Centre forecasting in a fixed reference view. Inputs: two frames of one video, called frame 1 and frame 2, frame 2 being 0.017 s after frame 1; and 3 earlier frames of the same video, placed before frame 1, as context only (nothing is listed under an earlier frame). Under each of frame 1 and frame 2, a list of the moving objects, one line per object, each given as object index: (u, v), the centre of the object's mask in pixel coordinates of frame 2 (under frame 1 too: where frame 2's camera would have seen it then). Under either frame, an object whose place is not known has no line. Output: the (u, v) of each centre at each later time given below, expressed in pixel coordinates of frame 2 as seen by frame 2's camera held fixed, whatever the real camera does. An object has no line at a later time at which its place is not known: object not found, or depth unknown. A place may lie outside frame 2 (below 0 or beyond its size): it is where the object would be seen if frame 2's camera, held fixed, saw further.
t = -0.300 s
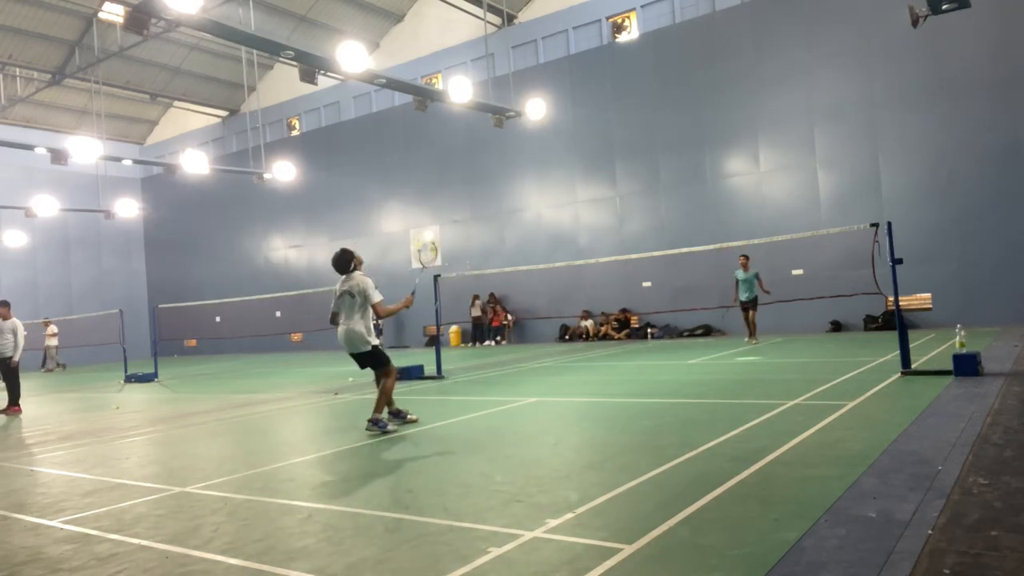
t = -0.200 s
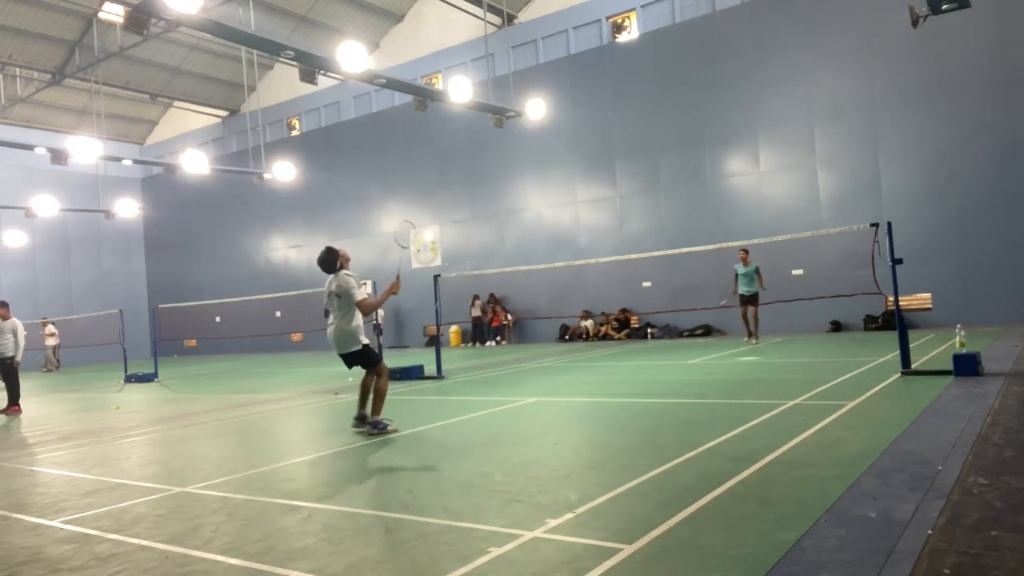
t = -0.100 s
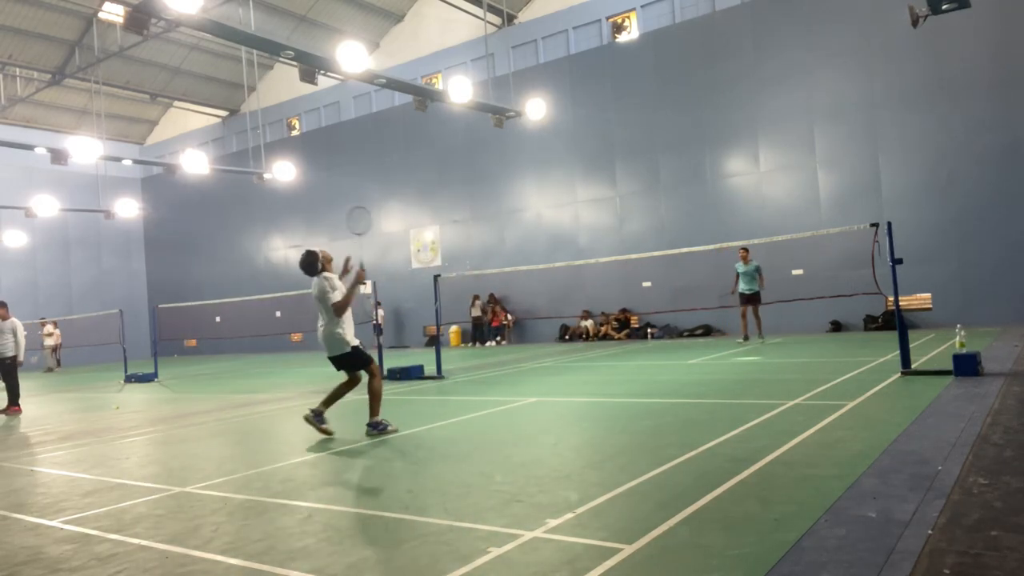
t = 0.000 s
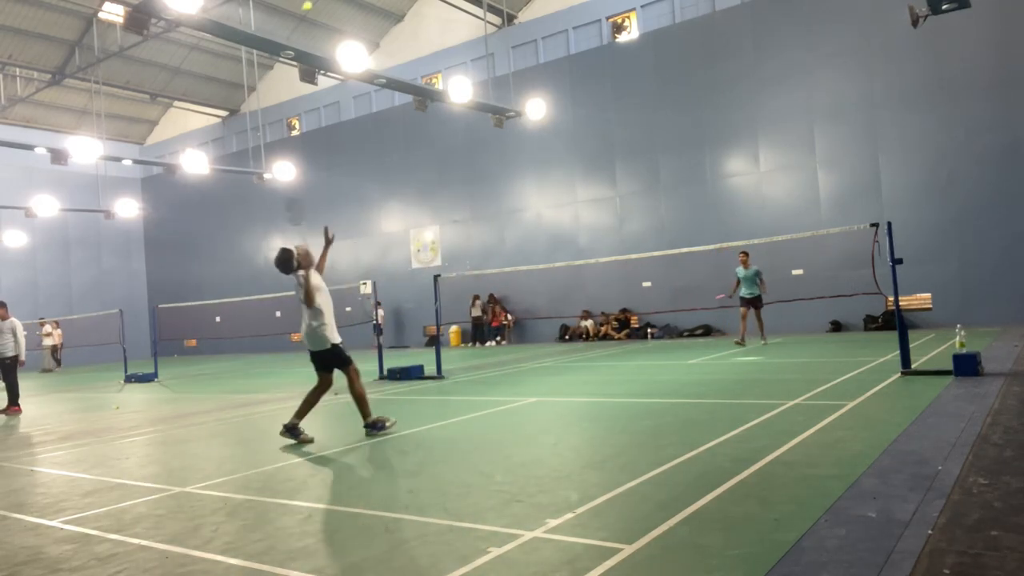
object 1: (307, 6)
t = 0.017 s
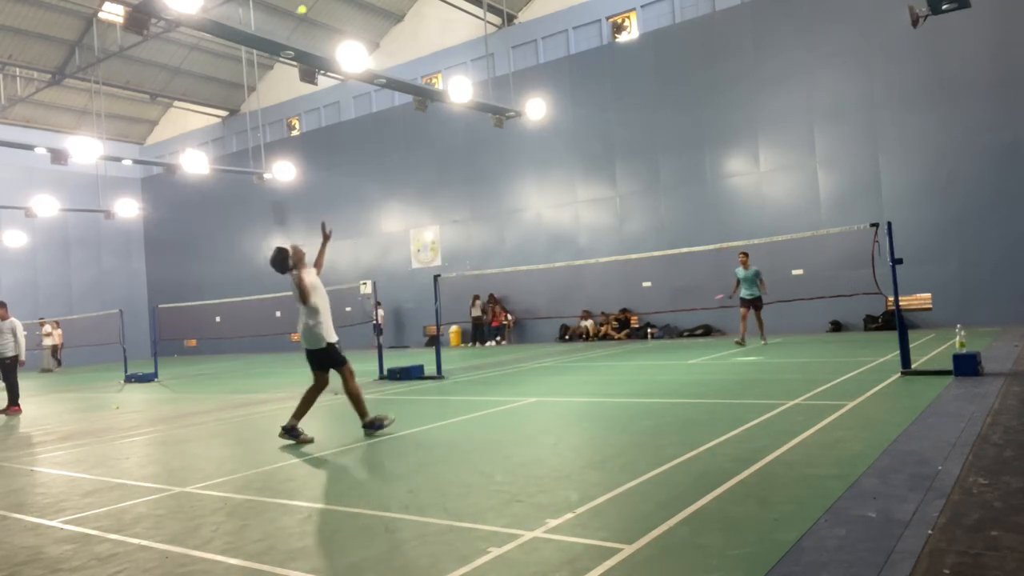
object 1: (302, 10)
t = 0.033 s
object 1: (296, 14)
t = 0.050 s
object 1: (291, 19)
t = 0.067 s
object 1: (286, 23)
